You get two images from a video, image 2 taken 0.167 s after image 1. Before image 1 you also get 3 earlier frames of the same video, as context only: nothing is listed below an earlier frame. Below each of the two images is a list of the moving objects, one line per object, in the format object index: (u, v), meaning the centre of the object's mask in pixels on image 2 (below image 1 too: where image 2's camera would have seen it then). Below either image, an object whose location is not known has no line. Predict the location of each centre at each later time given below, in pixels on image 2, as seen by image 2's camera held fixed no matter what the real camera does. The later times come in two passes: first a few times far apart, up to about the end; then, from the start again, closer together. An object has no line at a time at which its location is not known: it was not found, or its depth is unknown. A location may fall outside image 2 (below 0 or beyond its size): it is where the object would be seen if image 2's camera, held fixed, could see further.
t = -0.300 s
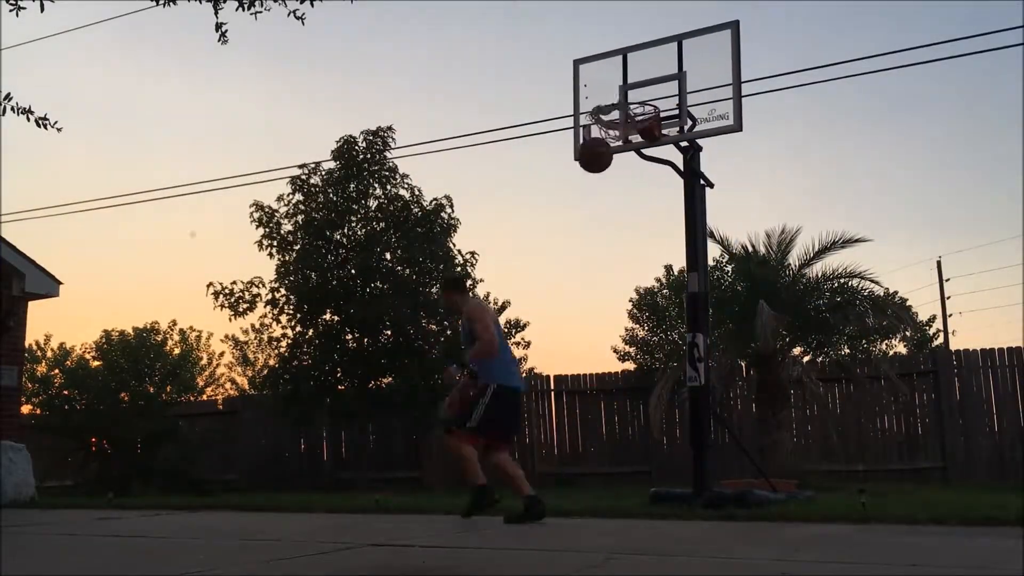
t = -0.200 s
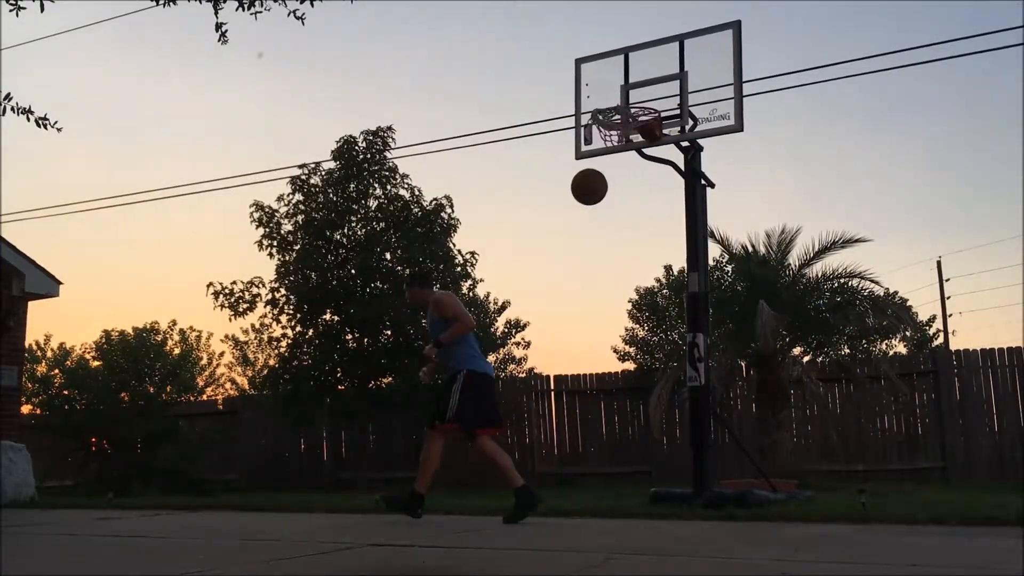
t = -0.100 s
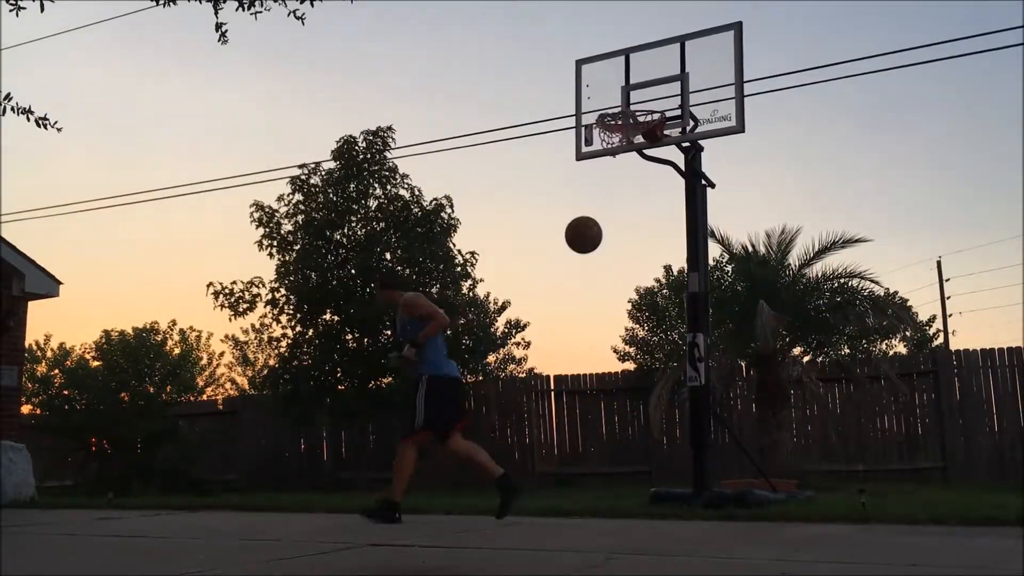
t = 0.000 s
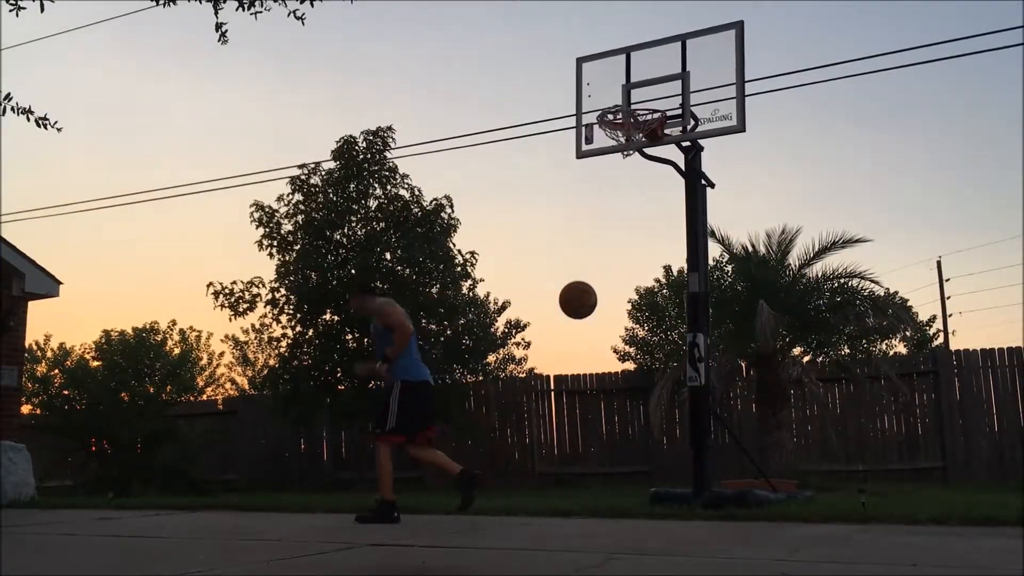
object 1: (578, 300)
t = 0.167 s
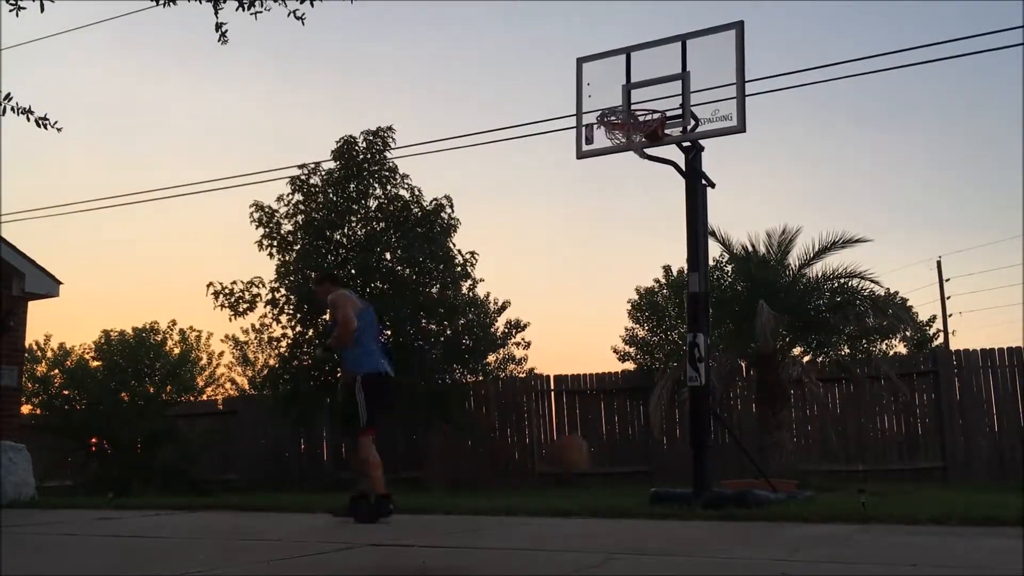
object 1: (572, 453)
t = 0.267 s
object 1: (569, 475)
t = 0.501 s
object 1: (574, 317)
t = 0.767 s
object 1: (585, 245)
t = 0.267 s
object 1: (569, 475)
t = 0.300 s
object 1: (569, 448)
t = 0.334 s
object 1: (569, 420)
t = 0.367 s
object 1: (570, 396)
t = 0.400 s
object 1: (570, 372)
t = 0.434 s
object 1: (572, 353)
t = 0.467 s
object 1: (573, 334)
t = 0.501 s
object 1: (574, 317)
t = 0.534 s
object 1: (575, 302)
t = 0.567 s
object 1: (576, 288)
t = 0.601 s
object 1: (578, 277)
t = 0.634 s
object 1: (579, 267)
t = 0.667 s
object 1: (580, 259)
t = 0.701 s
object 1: (582, 253)
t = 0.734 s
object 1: (583, 248)
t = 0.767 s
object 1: (585, 245)
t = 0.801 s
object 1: (586, 244)
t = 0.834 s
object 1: (588, 244)
